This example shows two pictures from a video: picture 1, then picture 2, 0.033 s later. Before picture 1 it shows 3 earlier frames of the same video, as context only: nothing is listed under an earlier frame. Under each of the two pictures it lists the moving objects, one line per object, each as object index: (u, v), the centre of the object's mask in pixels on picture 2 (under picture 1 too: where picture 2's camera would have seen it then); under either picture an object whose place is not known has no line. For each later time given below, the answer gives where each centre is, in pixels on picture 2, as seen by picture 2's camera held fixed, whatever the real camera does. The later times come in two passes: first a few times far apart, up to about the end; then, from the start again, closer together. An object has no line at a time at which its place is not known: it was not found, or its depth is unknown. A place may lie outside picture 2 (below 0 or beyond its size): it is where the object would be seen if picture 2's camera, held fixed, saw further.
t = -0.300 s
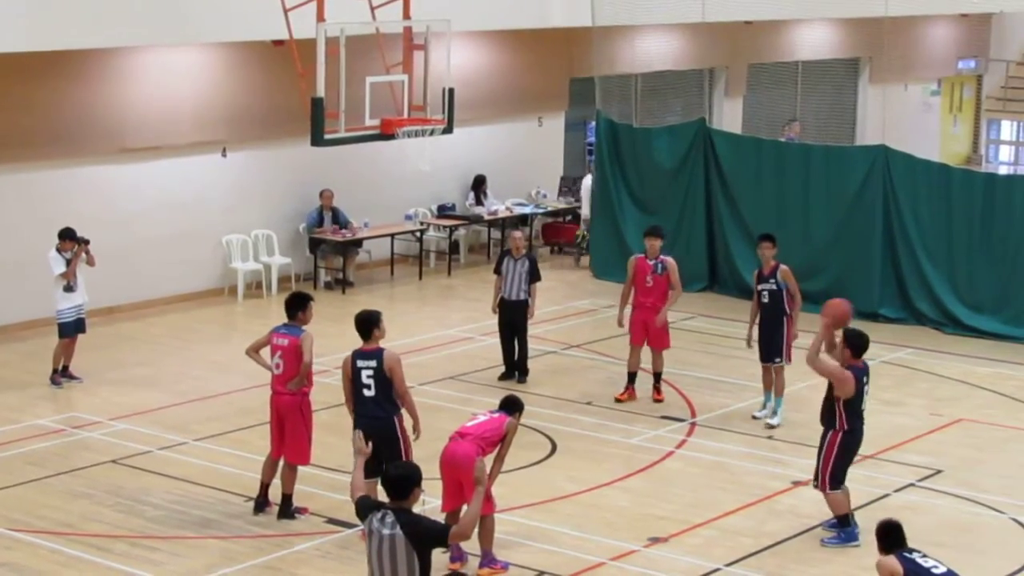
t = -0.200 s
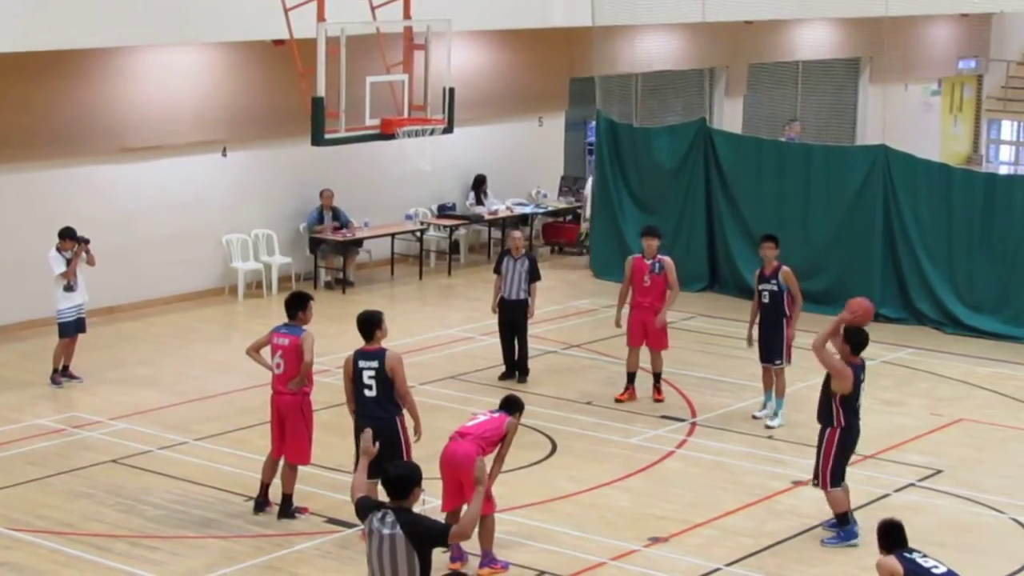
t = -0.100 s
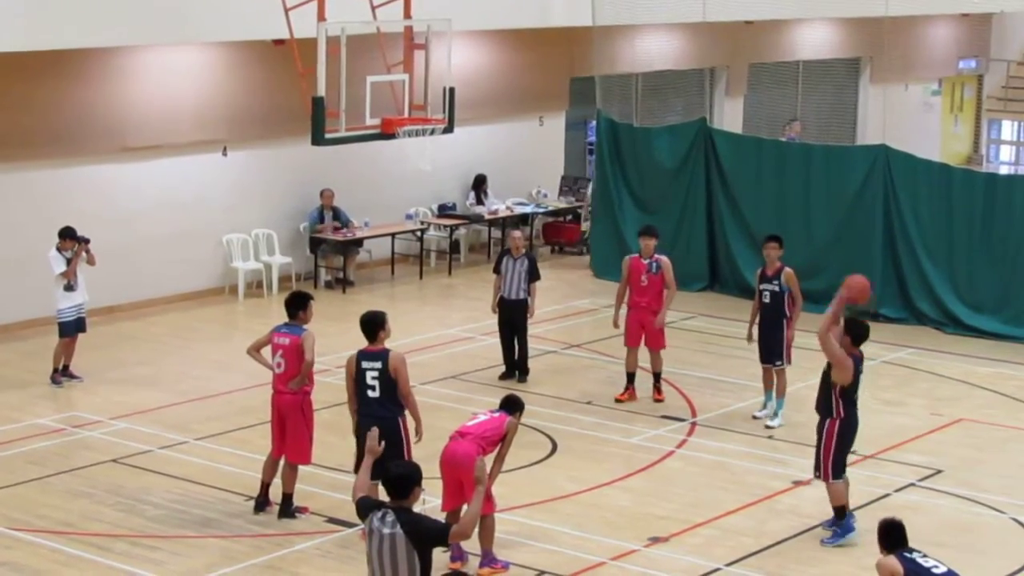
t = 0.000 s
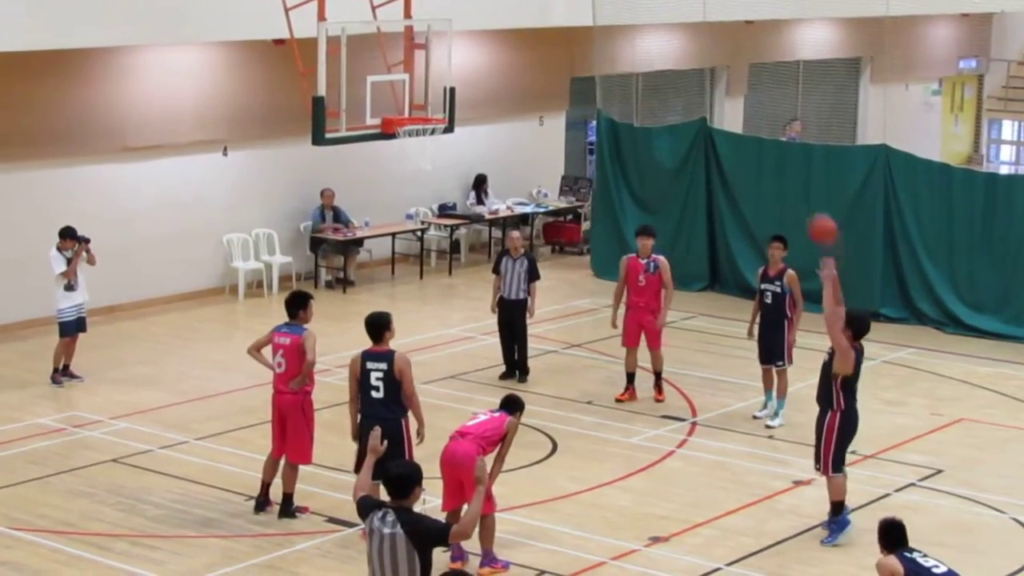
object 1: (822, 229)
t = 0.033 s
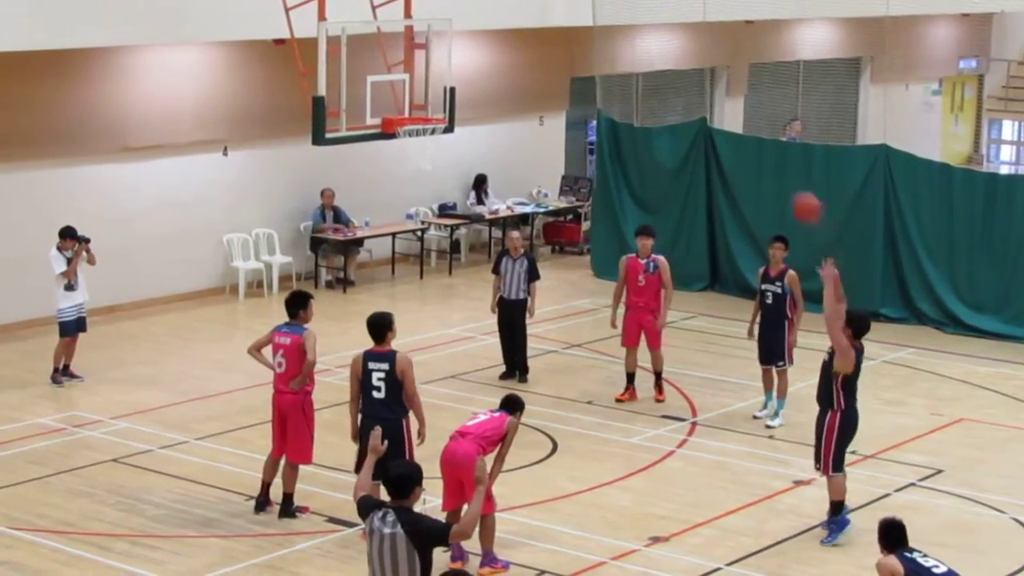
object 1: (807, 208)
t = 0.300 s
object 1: (676, 85)
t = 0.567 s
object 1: (551, 51)
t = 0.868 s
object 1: (423, 107)
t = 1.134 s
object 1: (448, 155)
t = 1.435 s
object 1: (492, 239)
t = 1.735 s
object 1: (532, 411)
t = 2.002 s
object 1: (560, 323)
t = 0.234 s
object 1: (706, 106)
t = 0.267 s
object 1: (691, 94)
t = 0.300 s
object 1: (676, 85)
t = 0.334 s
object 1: (659, 75)
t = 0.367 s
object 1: (642, 67)
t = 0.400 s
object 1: (627, 62)
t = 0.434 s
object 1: (611, 57)
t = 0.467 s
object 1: (597, 53)
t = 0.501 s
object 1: (581, 51)
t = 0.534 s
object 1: (566, 50)
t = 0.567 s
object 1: (551, 51)
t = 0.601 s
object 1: (536, 52)
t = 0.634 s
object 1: (521, 56)
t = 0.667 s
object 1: (506, 60)
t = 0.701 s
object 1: (492, 64)
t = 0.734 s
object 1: (478, 70)
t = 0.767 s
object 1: (464, 78)
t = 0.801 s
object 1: (450, 86)
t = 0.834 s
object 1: (436, 96)
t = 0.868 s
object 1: (423, 107)
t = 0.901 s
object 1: (412, 112)
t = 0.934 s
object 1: (411, 128)
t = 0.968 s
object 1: (419, 137)
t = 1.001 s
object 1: (425, 143)
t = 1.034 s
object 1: (432, 147)
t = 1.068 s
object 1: (437, 149)
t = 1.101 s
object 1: (443, 151)
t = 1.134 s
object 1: (448, 155)
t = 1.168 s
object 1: (453, 160)
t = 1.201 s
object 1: (458, 166)
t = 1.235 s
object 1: (463, 173)
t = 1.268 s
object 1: (468, 181)
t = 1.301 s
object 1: (473, 191)
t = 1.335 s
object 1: (478, 201)
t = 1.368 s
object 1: (483, 212)
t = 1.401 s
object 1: (487, 225)
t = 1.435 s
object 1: (492, 239)
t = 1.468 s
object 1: (497, 253)
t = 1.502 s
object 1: (499, 263)
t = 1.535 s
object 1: (506, 285)
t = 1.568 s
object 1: (510, 306)
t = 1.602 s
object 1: (514, 326)
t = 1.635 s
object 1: (519, 345)
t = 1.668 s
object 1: (524, 366)
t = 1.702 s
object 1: (528, 389)
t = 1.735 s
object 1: (532, 411)
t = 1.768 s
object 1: (536, 424)
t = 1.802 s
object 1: (538, 409)
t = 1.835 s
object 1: (542, 392)
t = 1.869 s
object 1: (546, 376)
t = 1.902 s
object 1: (550, 361)
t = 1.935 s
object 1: (553, 347)
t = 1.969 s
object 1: (557, 334)
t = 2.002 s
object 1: (560, 323)
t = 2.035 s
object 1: (563, 313)
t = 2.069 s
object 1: (567, 304)
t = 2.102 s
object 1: (570, 296)
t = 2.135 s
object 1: (574, 288)
